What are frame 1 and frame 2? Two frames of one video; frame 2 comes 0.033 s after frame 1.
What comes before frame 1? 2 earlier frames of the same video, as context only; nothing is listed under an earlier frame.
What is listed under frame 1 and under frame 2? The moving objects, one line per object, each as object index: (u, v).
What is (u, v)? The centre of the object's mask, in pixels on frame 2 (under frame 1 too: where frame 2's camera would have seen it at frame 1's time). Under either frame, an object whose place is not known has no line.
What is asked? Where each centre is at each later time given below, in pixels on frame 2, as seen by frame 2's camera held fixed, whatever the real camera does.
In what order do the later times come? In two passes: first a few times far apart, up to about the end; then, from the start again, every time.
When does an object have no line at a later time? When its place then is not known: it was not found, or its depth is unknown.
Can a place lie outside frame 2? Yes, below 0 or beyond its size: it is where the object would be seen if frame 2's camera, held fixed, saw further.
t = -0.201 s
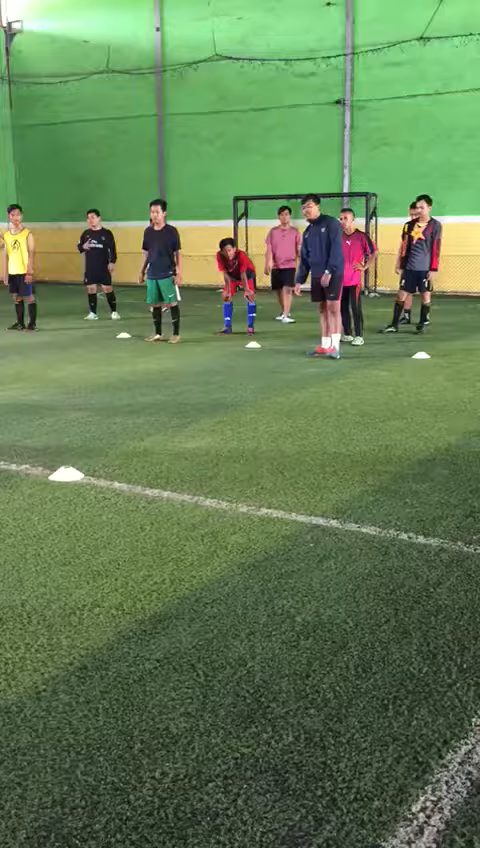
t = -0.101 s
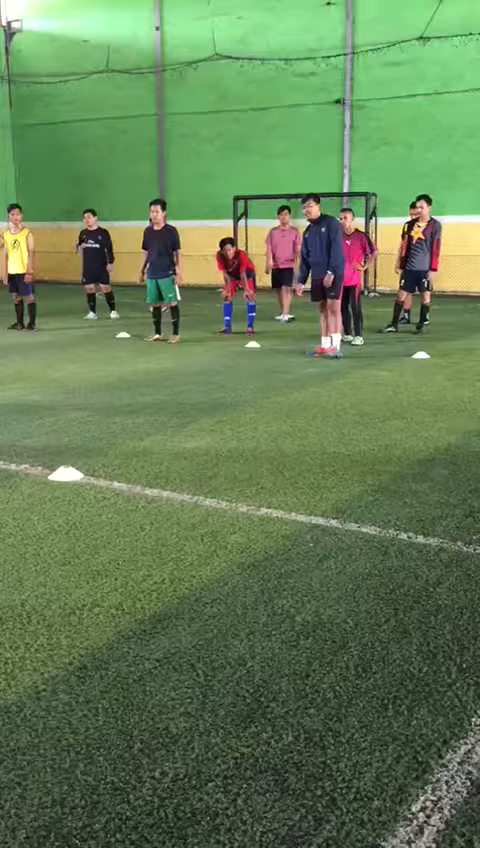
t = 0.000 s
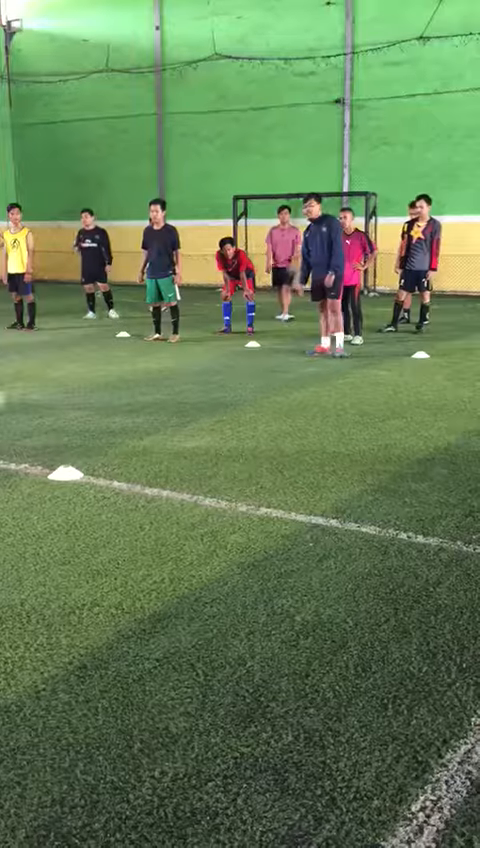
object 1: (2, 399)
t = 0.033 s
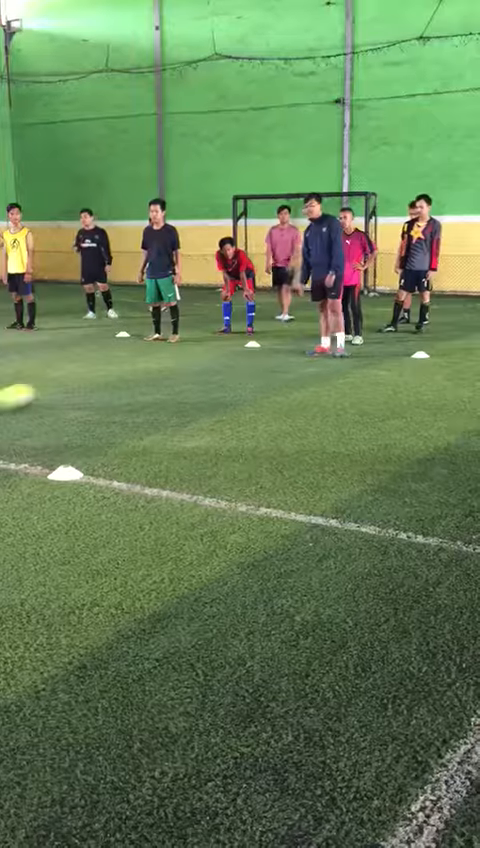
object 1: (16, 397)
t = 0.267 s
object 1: (178, 373)
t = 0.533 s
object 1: (273, 348)
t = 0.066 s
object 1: (44, 390)
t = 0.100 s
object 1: (72, 385)
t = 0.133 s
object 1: (97, 382)
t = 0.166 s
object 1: (121, 380)
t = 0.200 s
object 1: (143, 379)
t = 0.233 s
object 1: (160, 373)
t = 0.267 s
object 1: (178, 373)
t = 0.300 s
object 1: (194, 367)
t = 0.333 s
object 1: (208, 366)
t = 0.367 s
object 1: (219, 363)
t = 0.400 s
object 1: (233, 358)
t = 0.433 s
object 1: (246, 353)
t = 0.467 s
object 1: (255, 353)
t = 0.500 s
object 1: (264, 350)
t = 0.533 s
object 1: (273, 348)
